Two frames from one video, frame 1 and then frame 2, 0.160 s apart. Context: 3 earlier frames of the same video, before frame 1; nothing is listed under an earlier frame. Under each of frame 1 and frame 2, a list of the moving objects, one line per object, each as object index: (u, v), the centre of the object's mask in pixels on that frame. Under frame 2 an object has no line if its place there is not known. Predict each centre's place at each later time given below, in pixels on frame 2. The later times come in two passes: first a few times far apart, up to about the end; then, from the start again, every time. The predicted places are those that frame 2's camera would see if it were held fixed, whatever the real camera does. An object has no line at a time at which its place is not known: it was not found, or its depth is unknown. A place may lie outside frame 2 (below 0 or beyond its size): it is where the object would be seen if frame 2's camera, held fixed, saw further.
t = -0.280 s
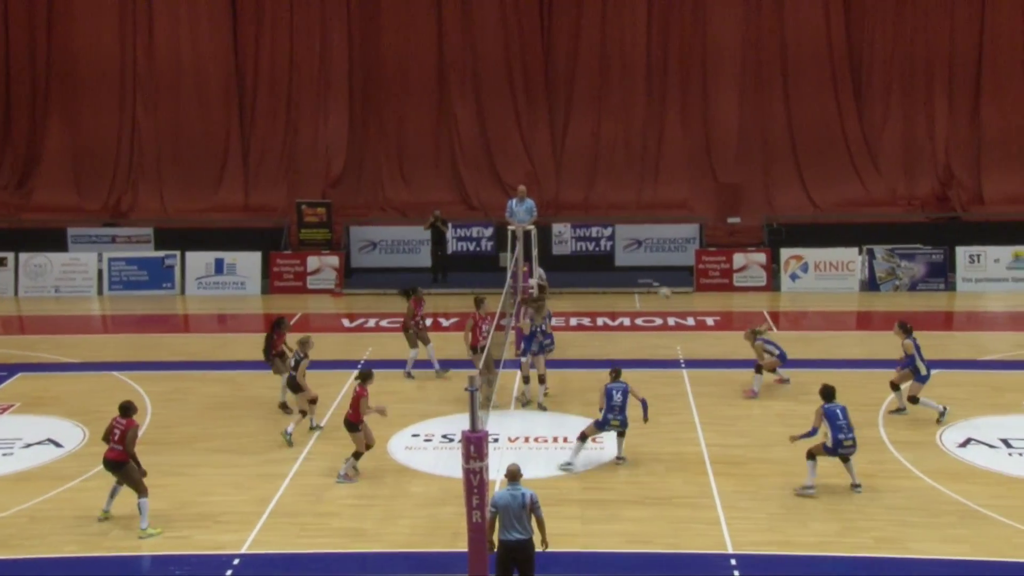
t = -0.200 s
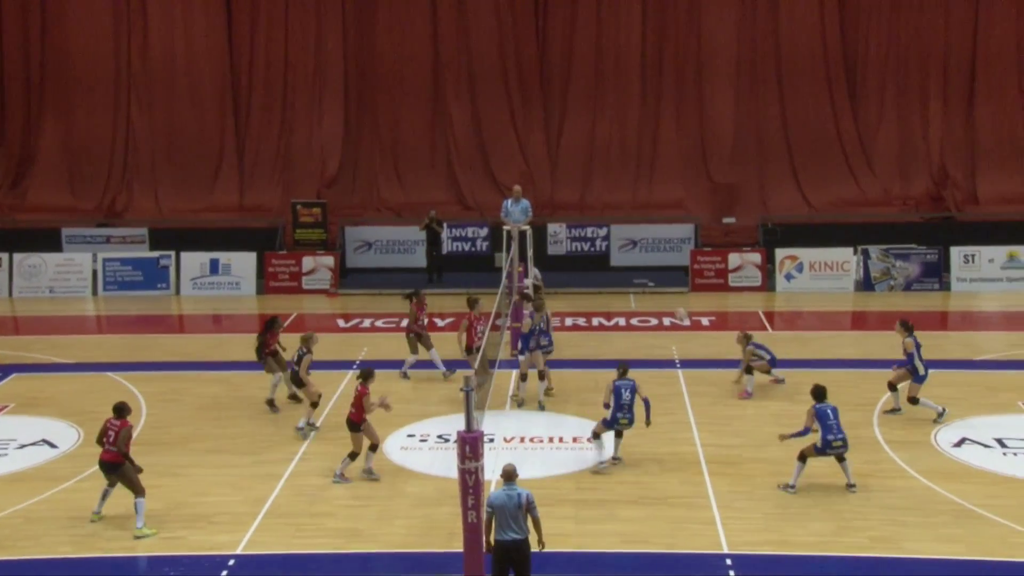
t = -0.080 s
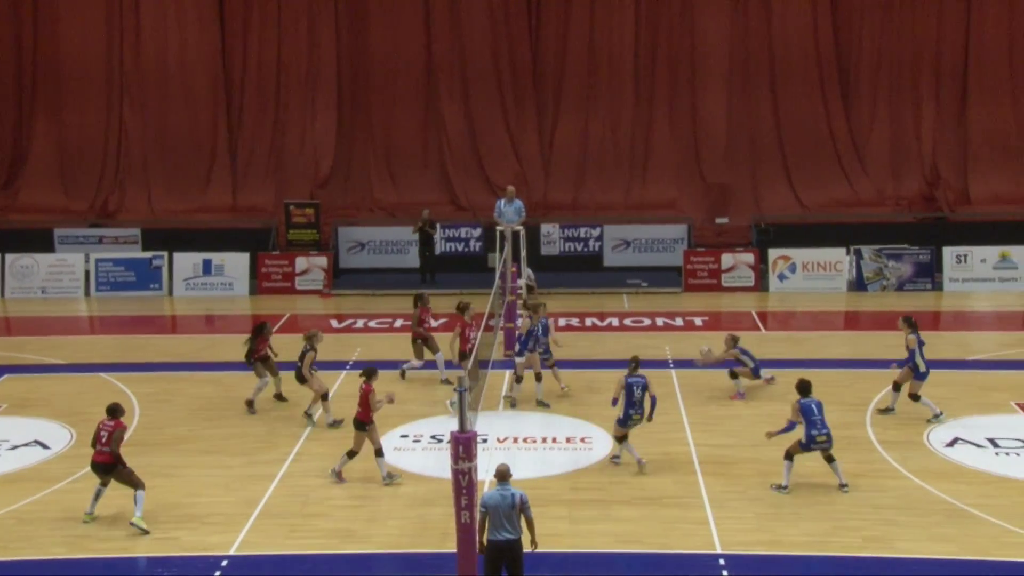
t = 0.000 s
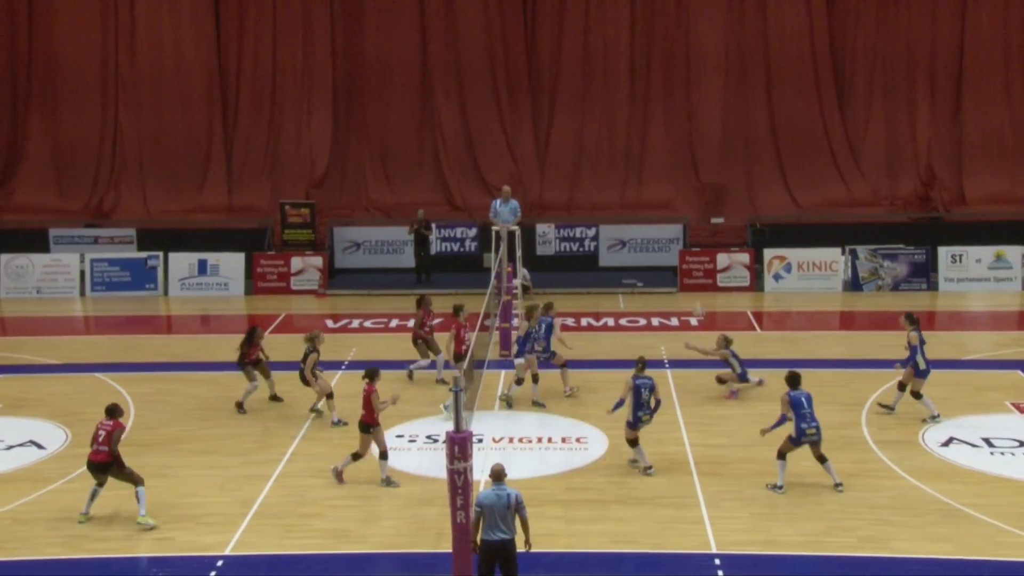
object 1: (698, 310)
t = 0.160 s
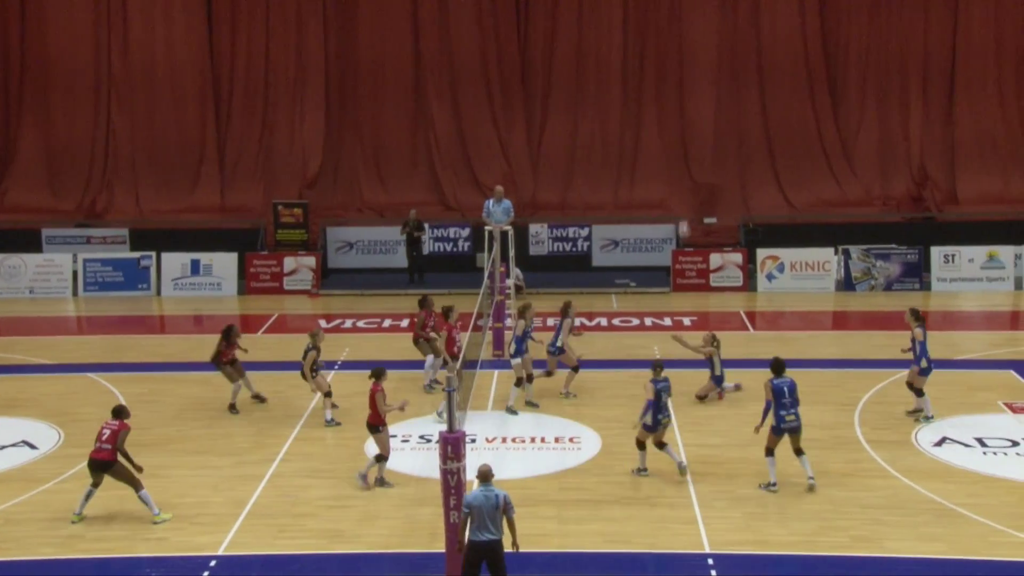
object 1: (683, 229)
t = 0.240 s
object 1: (679, 193)
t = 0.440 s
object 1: (671, 117)
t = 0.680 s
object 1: (663, 55)
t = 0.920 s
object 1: (655, 29)
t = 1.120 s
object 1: (648, 34)
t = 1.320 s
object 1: (640, 67)
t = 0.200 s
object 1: (681, 211)
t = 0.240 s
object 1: (679, 193)
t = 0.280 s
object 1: (677, 177)
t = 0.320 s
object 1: (676, 161)
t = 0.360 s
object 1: (674, 145)
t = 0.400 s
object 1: (673, 131)
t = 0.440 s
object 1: (671, 117)
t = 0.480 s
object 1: (670, 105)
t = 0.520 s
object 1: (668, 93)
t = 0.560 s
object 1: (667, 82)
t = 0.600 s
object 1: (665, 72)
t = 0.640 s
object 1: (664, 63)
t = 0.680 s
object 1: (663, 55)
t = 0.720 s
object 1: (662, 48)
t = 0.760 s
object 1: (660, 42)
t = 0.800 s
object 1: (659, 37)
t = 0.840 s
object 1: (657, 33)
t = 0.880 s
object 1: (656, 30)
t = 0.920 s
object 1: (655, 29)
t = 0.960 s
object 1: (653, 28)
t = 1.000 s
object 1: (652, 28)
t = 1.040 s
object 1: (651, 29)
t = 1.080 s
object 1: (649, 31)
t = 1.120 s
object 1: (648, 34)
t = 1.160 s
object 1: (646, 39)
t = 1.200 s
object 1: (645, 45)
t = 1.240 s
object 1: (643, 51)
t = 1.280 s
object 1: (642, 58)
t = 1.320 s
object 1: (640, 67)
